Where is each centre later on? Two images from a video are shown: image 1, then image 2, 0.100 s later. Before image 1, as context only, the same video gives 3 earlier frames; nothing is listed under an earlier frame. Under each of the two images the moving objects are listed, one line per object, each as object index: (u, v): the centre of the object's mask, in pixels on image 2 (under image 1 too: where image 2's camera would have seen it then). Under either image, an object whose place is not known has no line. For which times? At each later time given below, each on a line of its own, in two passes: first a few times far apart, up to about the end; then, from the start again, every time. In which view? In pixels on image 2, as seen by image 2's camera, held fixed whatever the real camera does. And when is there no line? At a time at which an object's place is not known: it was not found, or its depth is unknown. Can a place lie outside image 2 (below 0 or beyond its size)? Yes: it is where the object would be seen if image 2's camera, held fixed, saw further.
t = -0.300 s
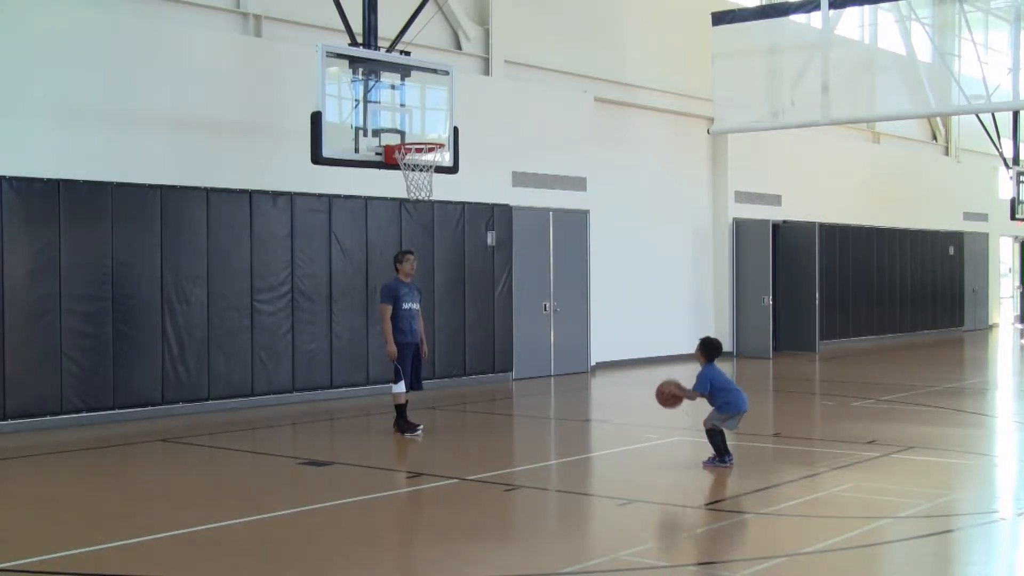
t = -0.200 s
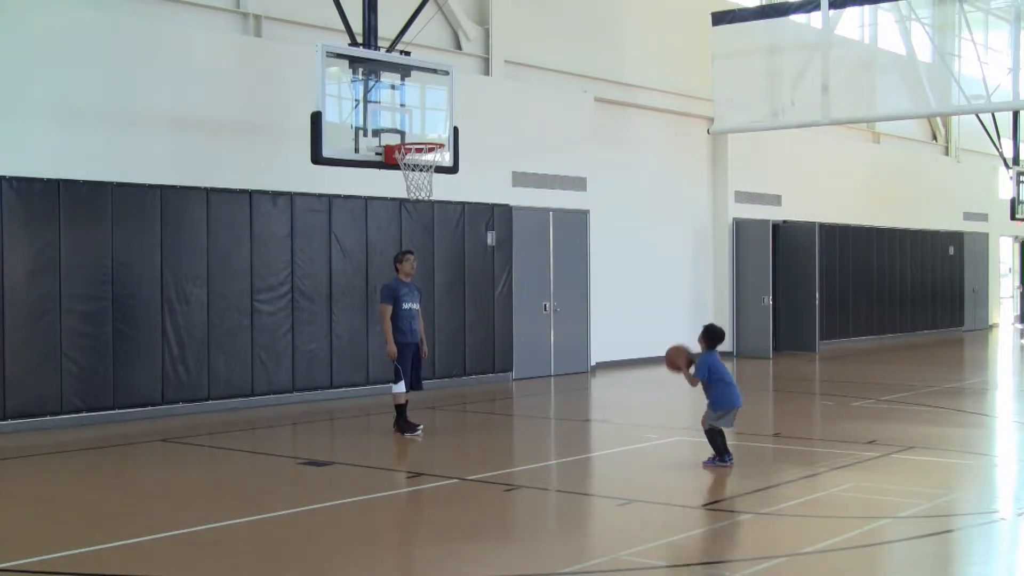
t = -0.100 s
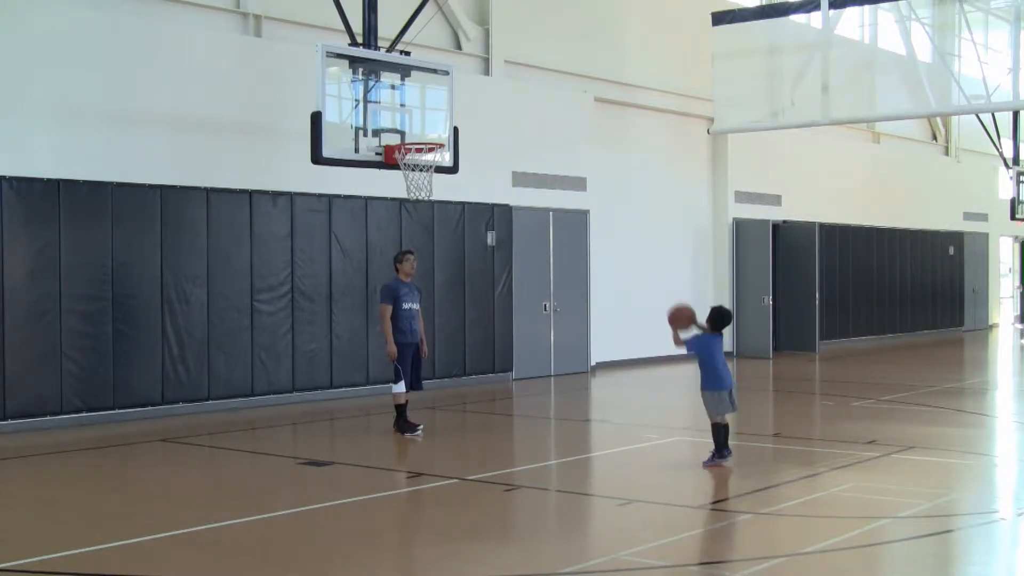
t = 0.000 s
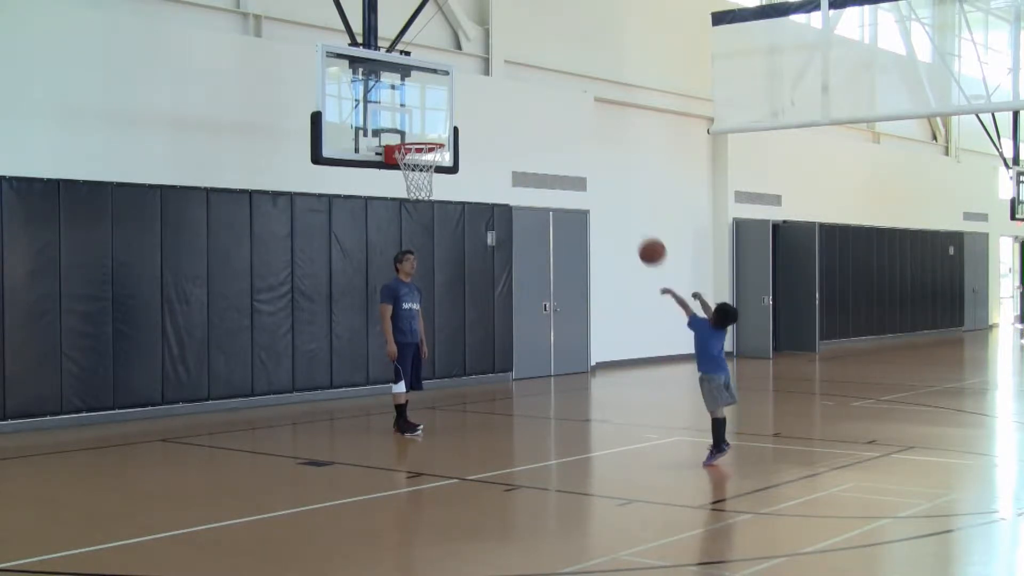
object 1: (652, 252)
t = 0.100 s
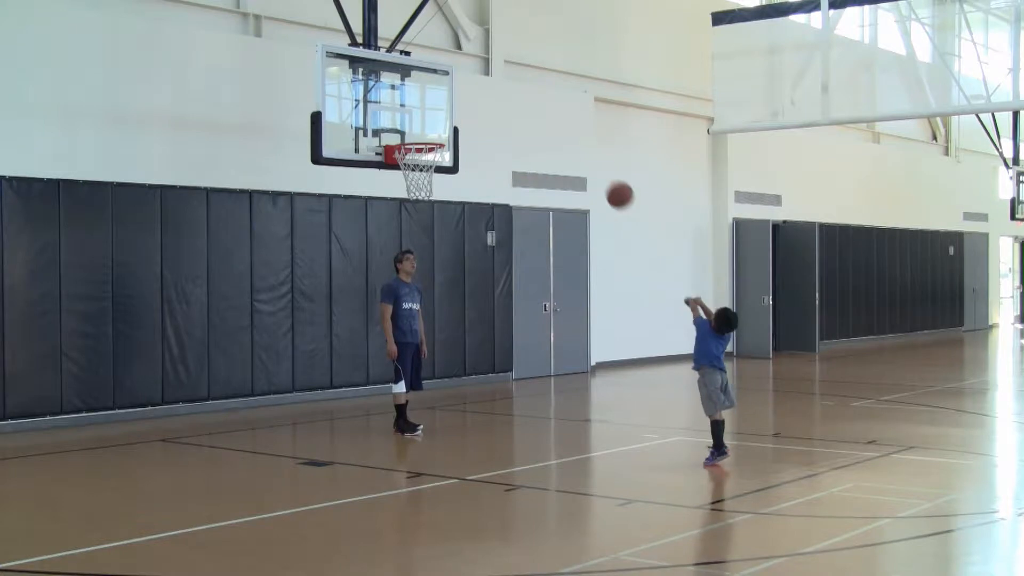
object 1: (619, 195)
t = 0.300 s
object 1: (559, 121)
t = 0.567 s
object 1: (486, 98)
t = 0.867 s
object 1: (425, 125)
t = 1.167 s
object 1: (419, 135)
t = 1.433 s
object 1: (418, 139)
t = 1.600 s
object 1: (408, 165)
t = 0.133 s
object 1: (609, 179)
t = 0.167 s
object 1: (599, 165)
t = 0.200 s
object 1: (588, 151)
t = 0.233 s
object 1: (578, 140)
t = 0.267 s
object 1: (569, 130)
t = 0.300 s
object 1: (559, 121)
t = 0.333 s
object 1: (549, 114)
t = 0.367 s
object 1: (540, 108)
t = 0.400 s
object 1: (530, 103)
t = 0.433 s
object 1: (521, 99)
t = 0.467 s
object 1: (512, 97)
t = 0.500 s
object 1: (503, 96)
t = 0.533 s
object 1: (494, 97)
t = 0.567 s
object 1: (486, 98)
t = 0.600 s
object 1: (477, 100)
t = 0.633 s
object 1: (468, 104)
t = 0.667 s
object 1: (460, 109)
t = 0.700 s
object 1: (452, 114)
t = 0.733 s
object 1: (444, 121)
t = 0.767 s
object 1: (436, 130)
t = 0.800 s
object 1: (432, 129)
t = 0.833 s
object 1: (428, 127)
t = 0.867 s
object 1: (425, 125)
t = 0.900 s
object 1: (421, 125)
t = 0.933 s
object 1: (418, 125)
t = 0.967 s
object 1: (415, 127)
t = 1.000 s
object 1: (412, 130)
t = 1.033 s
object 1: (409, 134)
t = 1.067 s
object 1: (406, 137)
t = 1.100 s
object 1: (409, 136)
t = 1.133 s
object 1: (413, 135)
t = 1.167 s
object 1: (419, 135)
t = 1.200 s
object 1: (423, 135)
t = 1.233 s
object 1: (428, 137)
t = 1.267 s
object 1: (432, 138)
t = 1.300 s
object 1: (429, 136)
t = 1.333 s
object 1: (427, 136)
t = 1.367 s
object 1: (424, 136)
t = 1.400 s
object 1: (421, 138)
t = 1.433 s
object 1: (418, 139)
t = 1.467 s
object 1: (415, 148)
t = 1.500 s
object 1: (413, 153)
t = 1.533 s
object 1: (411, 157)
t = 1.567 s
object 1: (409, 161)
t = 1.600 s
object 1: (408, 165)
